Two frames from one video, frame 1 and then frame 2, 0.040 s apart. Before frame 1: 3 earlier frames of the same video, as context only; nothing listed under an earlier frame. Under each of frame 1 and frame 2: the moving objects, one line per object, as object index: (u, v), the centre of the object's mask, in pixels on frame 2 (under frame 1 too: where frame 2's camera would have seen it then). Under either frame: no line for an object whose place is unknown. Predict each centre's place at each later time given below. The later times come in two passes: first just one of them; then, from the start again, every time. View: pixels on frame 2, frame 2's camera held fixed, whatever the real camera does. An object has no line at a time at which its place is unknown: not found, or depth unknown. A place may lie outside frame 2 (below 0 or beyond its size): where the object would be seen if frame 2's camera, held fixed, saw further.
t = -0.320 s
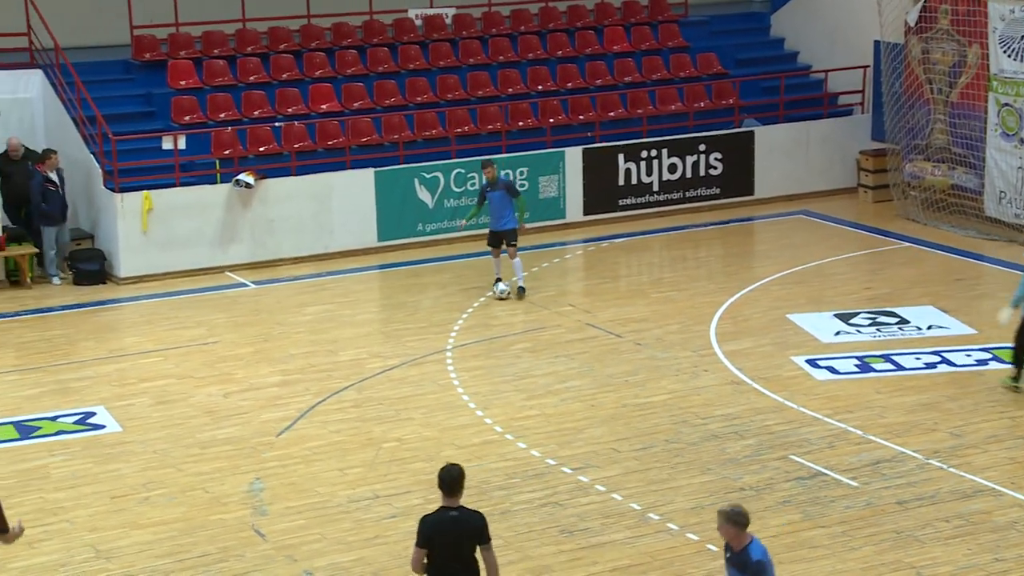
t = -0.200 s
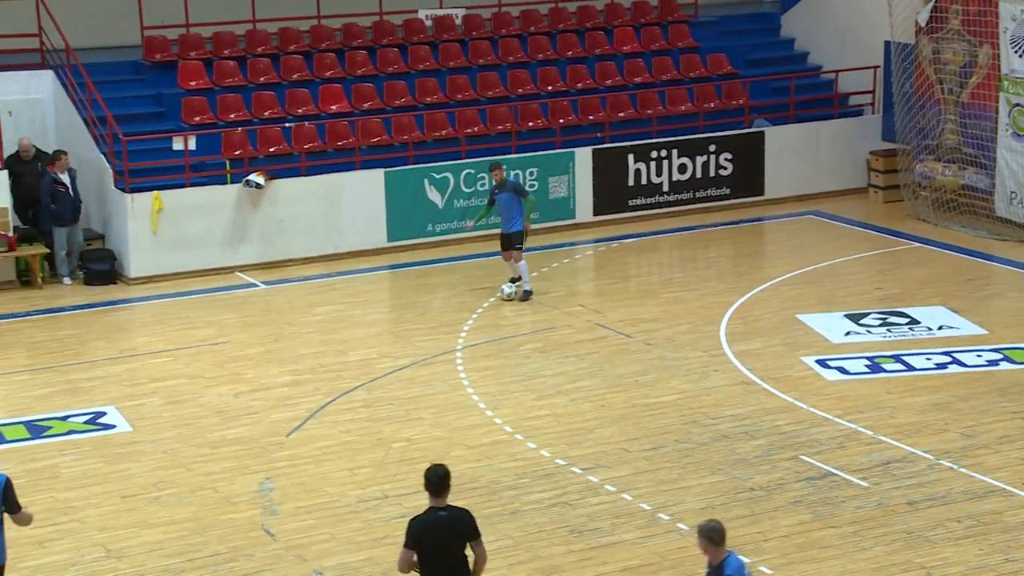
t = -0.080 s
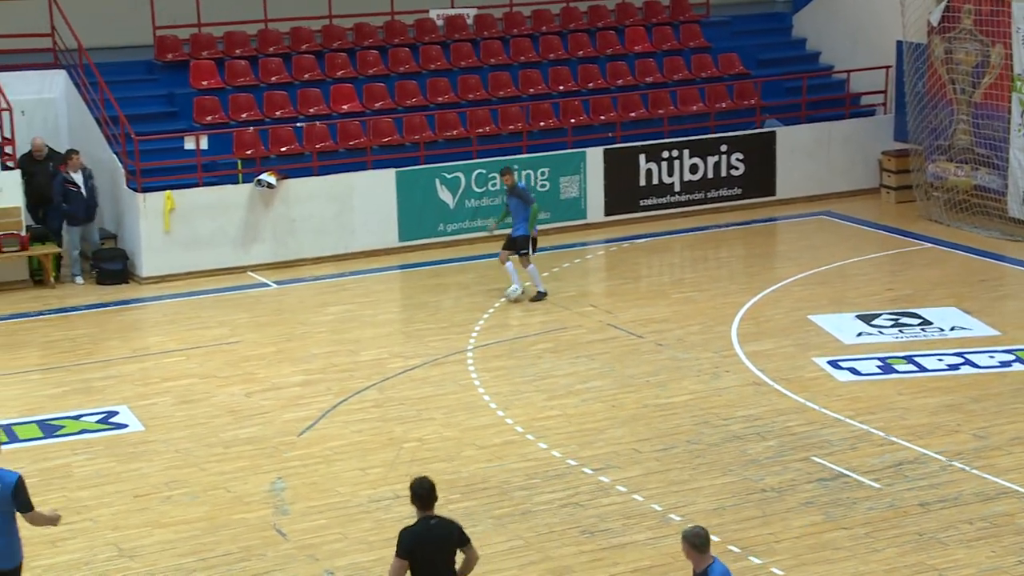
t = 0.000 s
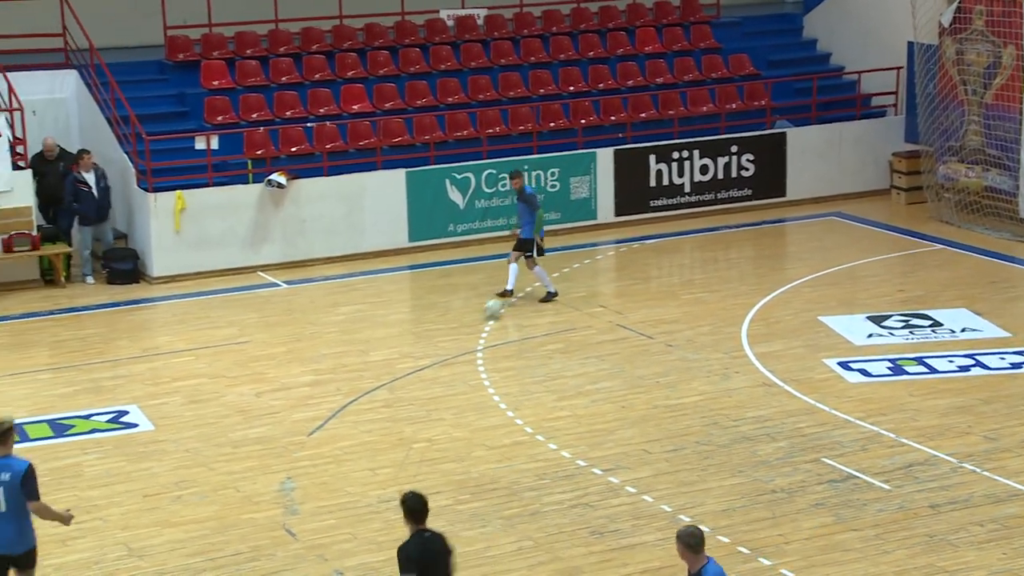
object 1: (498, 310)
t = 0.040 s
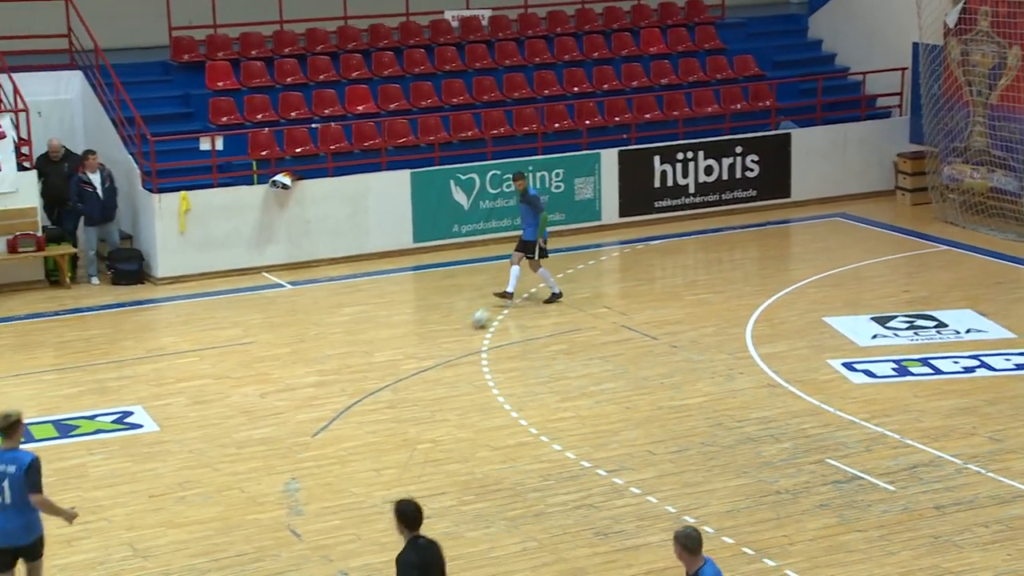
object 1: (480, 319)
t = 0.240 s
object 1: (400, 361)
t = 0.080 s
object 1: (464, 327)
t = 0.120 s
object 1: (448, 336)
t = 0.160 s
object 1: (432, 344)
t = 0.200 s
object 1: (416, 353)
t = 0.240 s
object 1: (400, 361)
